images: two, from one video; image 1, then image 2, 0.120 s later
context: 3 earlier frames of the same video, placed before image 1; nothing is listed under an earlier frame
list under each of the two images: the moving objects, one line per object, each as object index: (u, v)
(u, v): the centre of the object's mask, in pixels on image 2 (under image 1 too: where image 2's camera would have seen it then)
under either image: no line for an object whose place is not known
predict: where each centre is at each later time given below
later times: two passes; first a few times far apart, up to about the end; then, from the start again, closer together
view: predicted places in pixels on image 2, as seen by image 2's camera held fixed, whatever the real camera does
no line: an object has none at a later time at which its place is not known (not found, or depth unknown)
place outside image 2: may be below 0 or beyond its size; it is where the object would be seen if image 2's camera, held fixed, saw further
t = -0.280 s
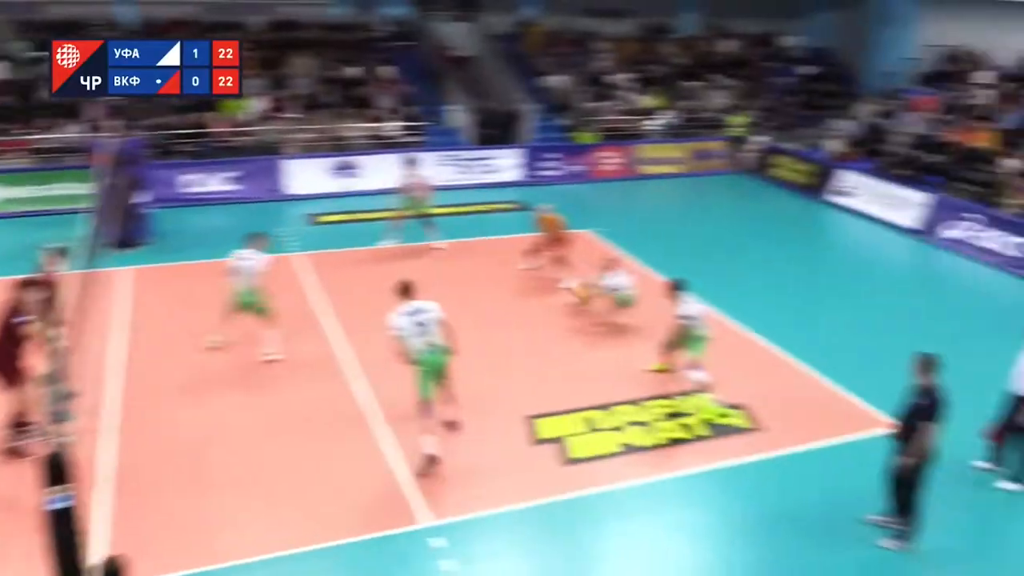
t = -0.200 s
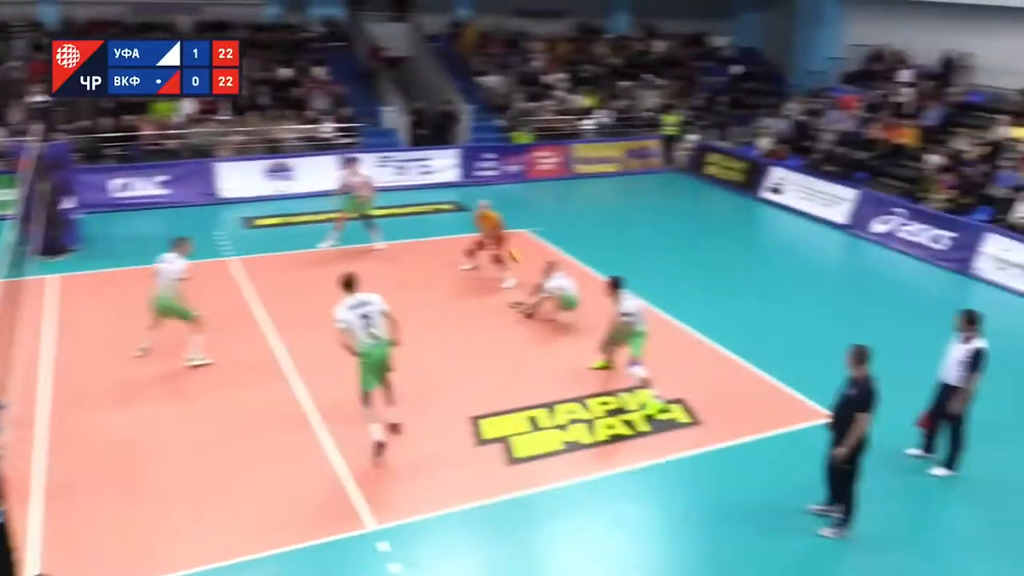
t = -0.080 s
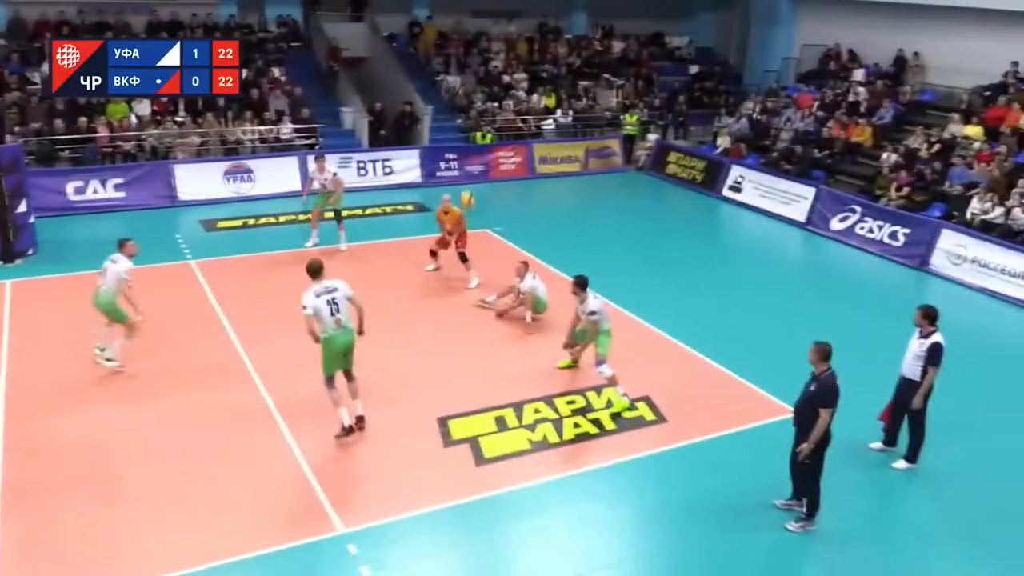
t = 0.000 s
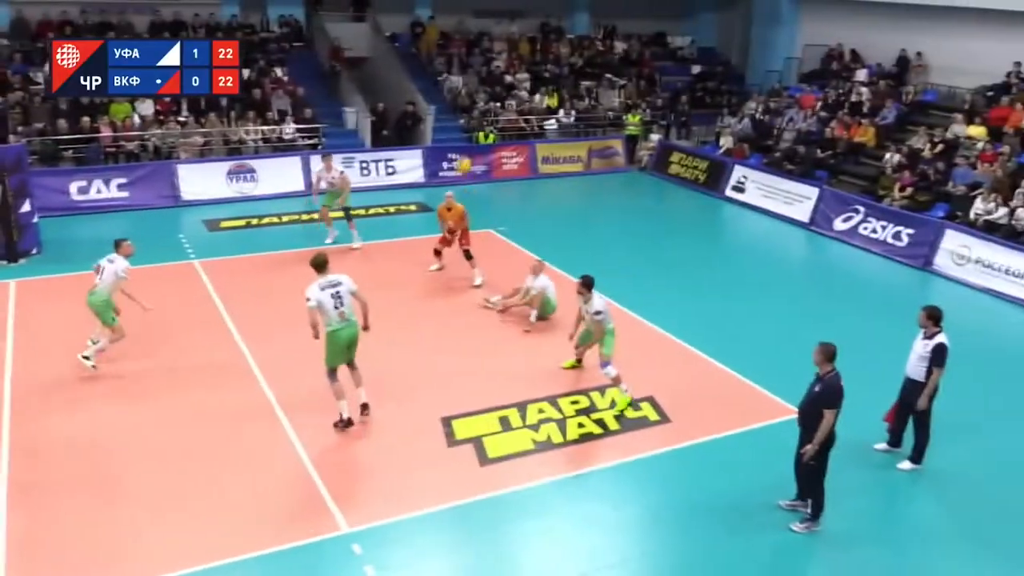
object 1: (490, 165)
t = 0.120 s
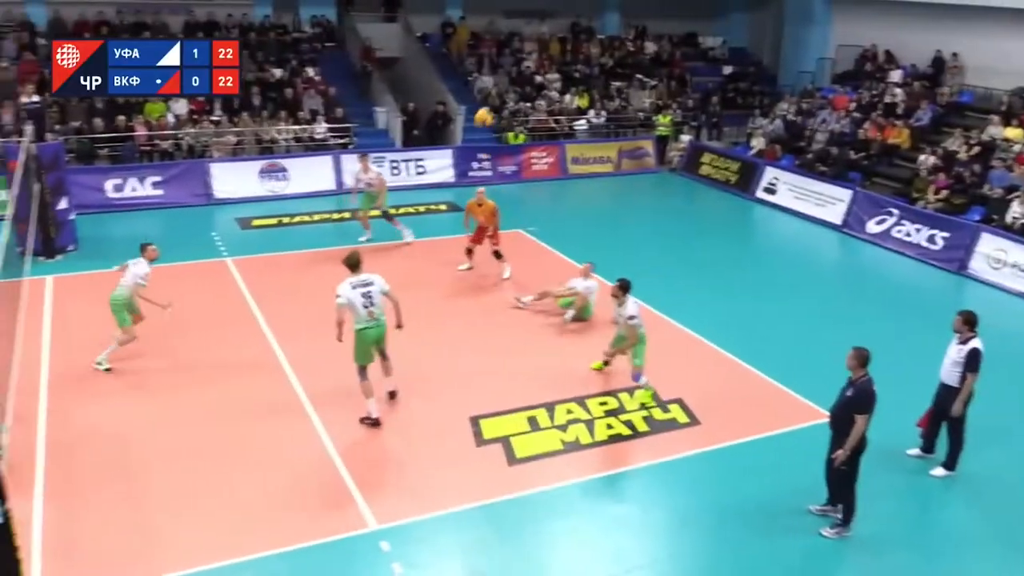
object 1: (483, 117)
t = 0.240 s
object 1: (477, 74)
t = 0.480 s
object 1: (465, 16)
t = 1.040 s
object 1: (416, 100)
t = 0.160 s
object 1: (481, 102)
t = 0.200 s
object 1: (480, 87)
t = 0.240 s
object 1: (477, 74)
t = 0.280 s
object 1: (475, 62)
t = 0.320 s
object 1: (473, 51)
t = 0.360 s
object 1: (470, 40)
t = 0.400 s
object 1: (470, 31)
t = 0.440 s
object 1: (466, 23)
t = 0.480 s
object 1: (465, 16)
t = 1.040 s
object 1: (416, 100)
